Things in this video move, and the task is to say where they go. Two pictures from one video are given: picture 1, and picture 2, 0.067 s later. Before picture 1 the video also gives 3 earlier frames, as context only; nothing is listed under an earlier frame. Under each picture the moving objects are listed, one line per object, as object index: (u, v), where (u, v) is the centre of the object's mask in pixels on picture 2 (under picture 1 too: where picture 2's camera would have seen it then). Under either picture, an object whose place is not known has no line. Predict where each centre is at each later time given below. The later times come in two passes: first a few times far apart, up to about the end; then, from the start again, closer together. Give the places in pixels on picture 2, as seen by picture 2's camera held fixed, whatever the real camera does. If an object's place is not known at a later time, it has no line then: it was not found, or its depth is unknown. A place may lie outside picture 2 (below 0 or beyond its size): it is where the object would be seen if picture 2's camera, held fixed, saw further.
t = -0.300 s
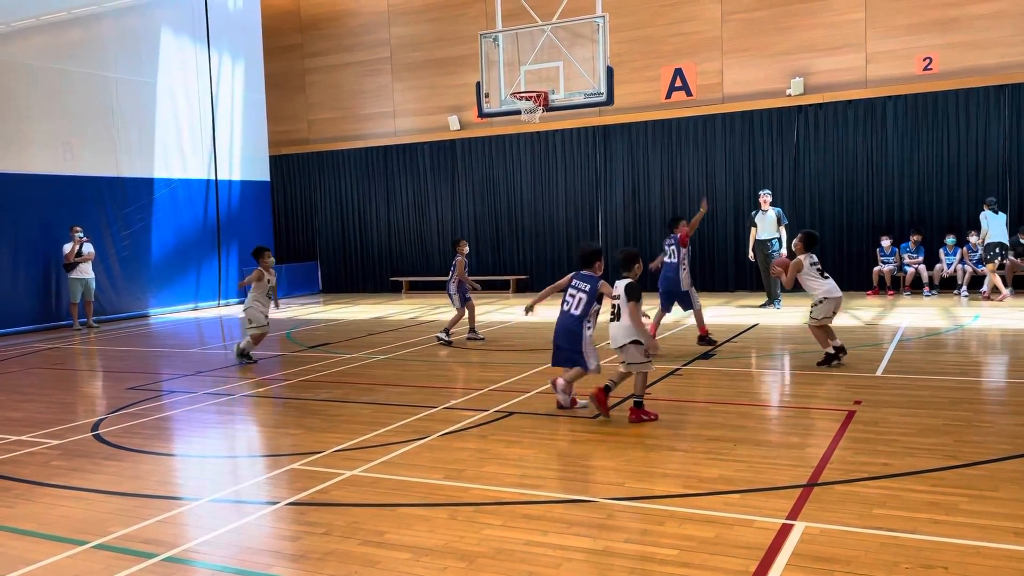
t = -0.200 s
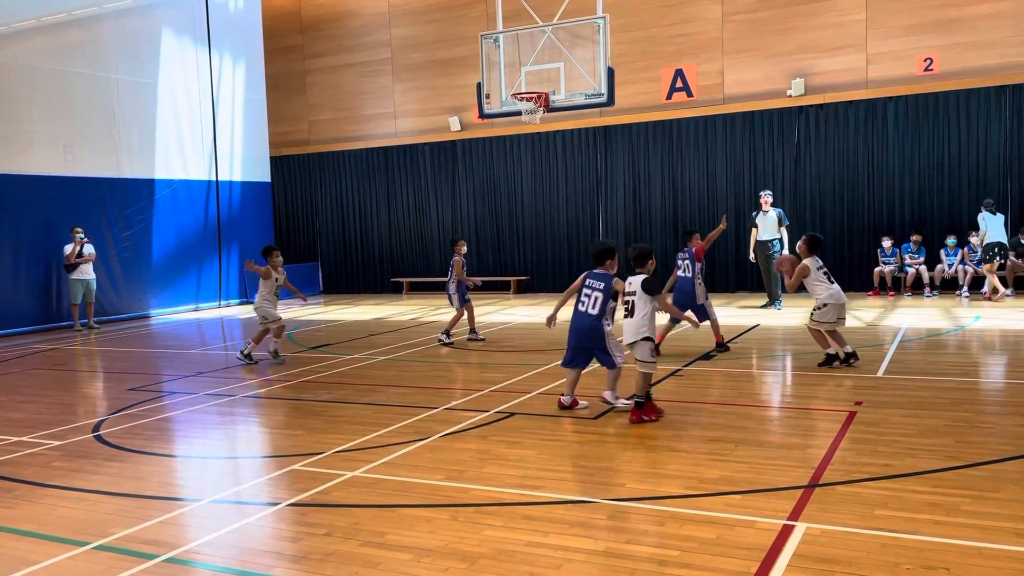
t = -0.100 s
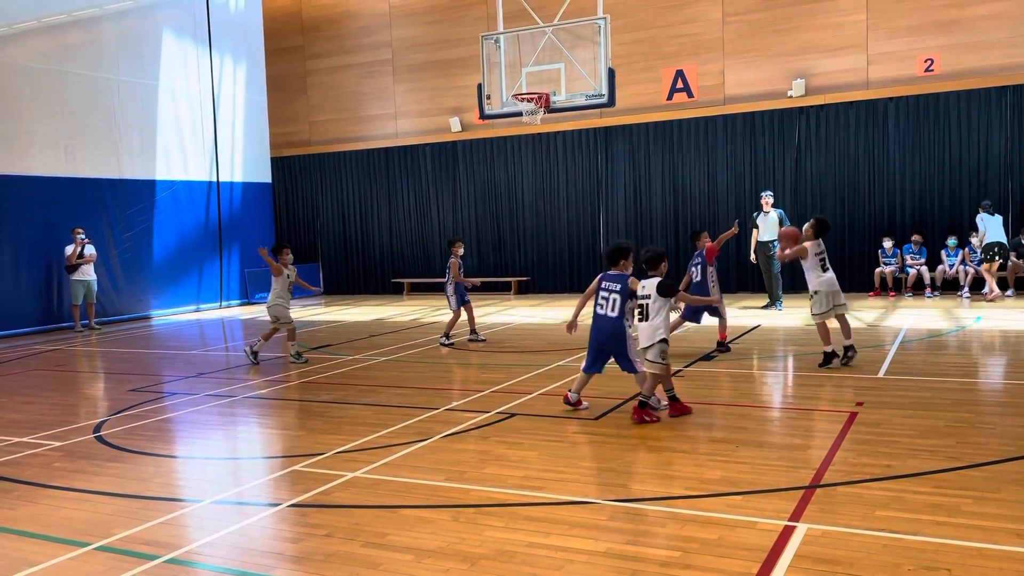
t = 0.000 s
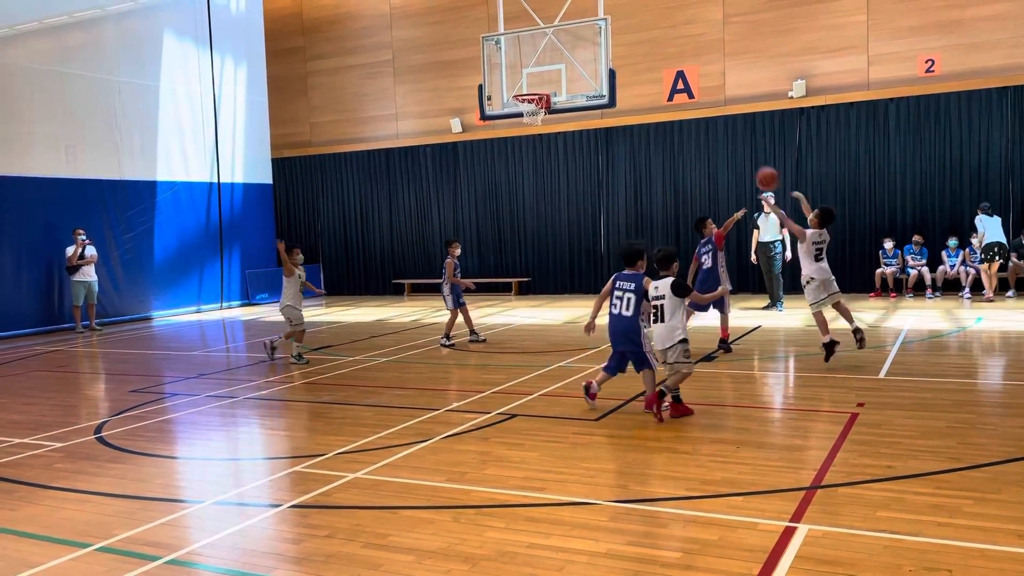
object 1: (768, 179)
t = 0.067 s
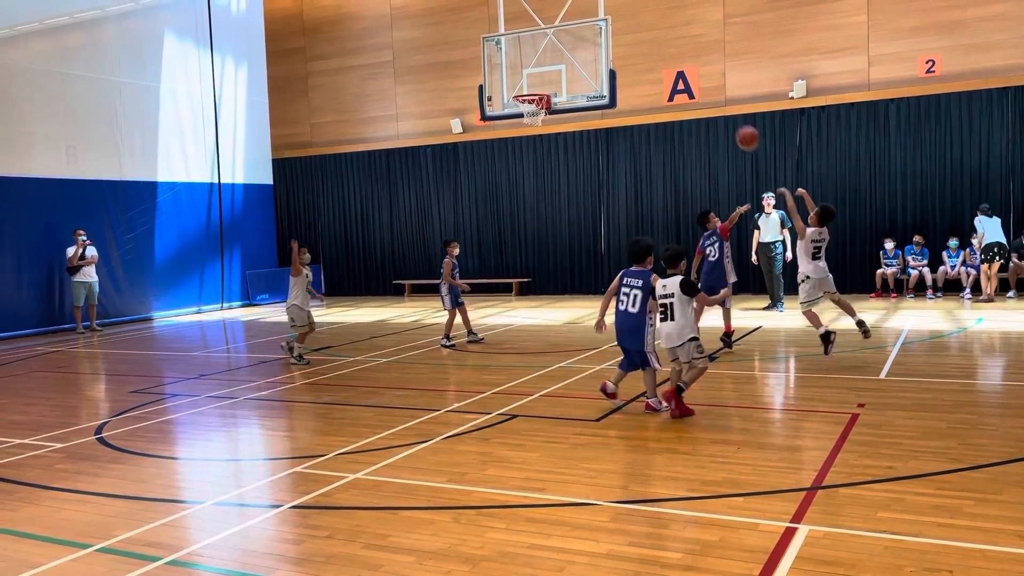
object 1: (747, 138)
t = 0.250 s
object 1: (698, 56)
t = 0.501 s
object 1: (640, 6)
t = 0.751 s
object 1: (591, 17)
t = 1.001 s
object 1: (551, 75)
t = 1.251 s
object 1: (515, 56)
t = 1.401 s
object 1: (495, 52)
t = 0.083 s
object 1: (743, 129)
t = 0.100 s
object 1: (738, 121)
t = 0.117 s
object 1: (734, 113)
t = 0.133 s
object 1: (729, 103)
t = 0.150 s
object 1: (724, 95)
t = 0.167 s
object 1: (719, 87)
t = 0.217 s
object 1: (706, 67)
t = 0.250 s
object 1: (698, 56)
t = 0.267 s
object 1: (694, 50)
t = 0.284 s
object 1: (689, 45)
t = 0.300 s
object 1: (686, 40)
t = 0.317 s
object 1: (681, 36)
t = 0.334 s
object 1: (677, 32)
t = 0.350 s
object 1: (674, 28)
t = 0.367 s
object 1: (670, 24)
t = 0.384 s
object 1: (665, 21)
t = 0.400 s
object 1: (662, 18)
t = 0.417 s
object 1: (658, 15)
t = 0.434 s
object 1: (654, 13)
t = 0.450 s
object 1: (650, 11)
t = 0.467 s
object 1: (647, 9)
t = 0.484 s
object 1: (643, 7)
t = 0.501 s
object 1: (640, 6)
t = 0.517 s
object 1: (636, 5)
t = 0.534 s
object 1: (633, 4)
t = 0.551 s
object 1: (629, 4)
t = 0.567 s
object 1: (626, 4)
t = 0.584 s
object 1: (623, 4)
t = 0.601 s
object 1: (619, 4)
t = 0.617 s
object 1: (616, 4)
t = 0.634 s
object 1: (613, 5)
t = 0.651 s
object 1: (609, 6)
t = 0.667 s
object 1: (606, 7)
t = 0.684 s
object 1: (603, 9)
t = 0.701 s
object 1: (600, 11)
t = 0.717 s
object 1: (597, 12)
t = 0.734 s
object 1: (594, 15)
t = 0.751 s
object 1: (591, 17)
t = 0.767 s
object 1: (588, 19)
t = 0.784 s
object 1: (585, 22)
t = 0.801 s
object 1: (582, 25)
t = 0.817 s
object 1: (579, 28)
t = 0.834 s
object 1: (577, 32)
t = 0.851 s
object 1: (574, 35)
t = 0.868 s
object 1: (571, 39)
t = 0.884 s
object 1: (569, 43)
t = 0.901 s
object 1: (566, 47)
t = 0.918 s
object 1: (563, 51)
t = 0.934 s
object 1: (561, 56)
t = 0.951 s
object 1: (558, 61)
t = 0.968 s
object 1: (556, 66)
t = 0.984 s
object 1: (554, 70)
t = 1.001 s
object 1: (551, 75)
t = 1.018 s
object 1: (549, 80)
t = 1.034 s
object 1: (546, 86)
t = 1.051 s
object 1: (544, 88)
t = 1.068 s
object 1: (542, 86)
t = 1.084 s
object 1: (540, 82)
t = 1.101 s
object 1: (537, 79)
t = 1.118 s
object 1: (535, 75)
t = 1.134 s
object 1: (532, 72)
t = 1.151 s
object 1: (530, 69)
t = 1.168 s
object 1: (527, 67)
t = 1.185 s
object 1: (525, 64)
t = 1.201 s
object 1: (523, 62)
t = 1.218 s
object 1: (520, 60)
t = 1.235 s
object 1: (518, 58)
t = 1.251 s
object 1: (515, 56)
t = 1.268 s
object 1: (514, 55)
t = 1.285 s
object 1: (511, 54)
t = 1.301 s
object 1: (509, 53)
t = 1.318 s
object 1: (506, 52)
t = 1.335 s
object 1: (504, 51)
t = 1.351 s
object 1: (502, 51)
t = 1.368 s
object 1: (500, 51)
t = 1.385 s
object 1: (497, 51)
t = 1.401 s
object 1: (495, 52)
